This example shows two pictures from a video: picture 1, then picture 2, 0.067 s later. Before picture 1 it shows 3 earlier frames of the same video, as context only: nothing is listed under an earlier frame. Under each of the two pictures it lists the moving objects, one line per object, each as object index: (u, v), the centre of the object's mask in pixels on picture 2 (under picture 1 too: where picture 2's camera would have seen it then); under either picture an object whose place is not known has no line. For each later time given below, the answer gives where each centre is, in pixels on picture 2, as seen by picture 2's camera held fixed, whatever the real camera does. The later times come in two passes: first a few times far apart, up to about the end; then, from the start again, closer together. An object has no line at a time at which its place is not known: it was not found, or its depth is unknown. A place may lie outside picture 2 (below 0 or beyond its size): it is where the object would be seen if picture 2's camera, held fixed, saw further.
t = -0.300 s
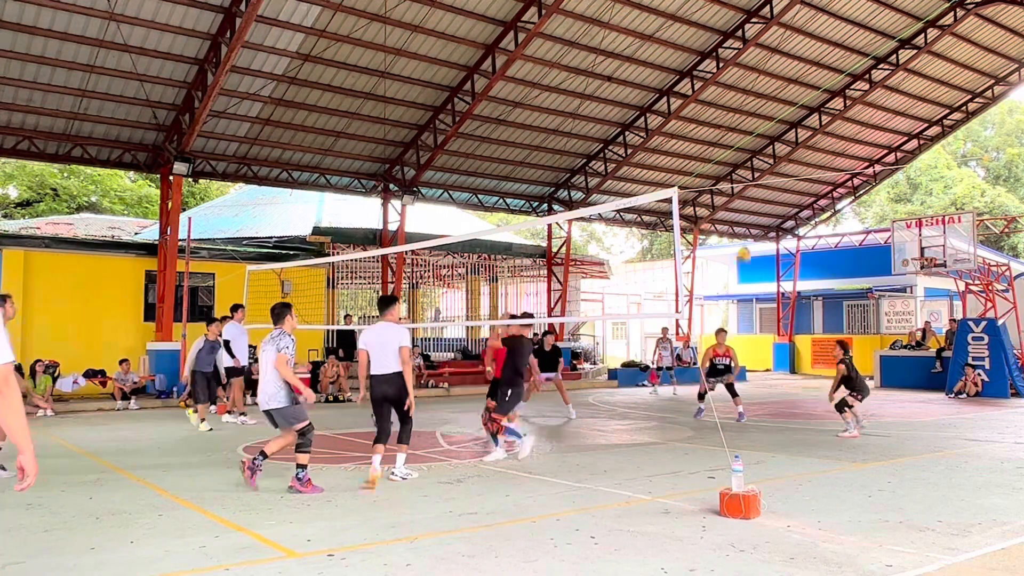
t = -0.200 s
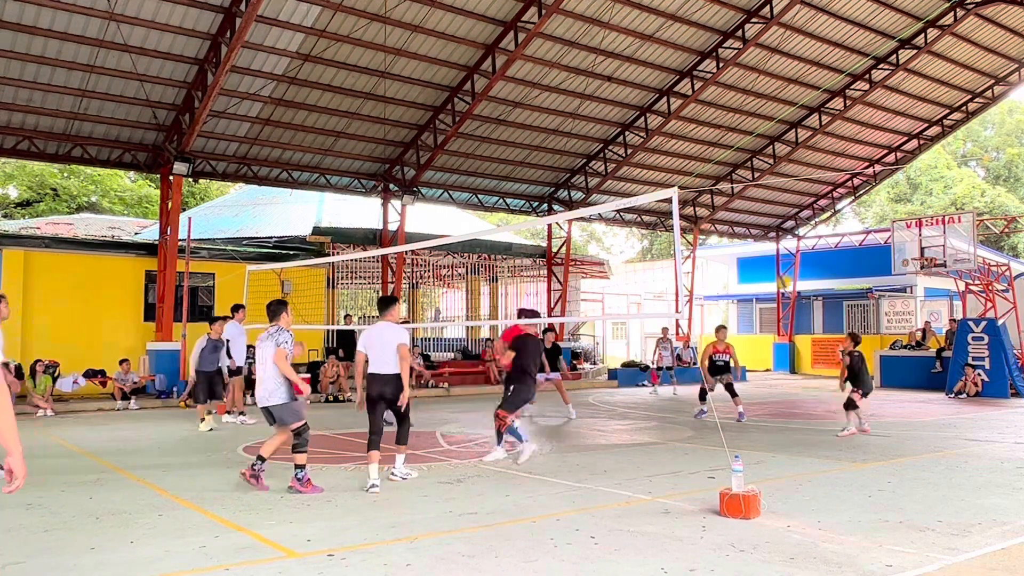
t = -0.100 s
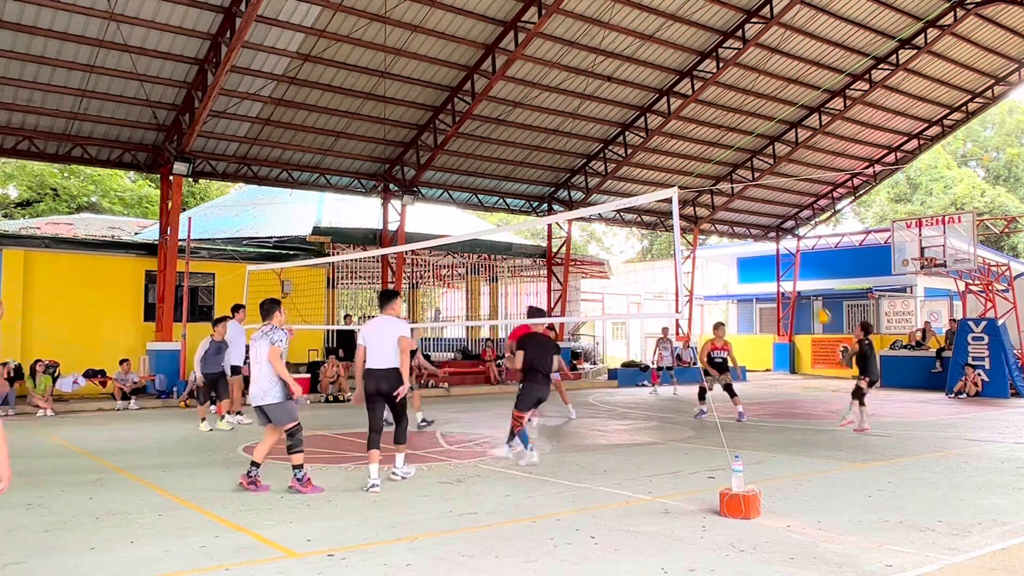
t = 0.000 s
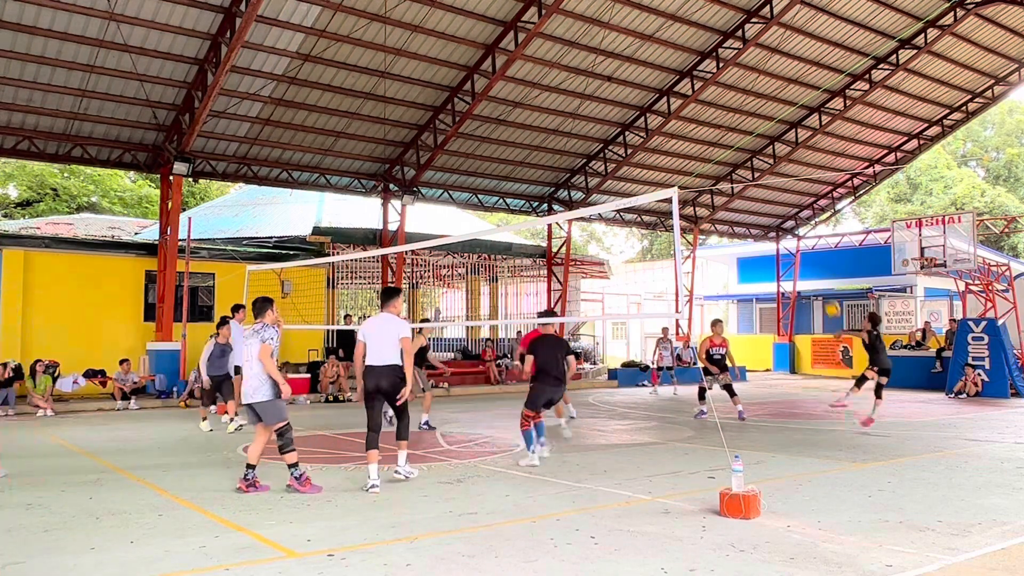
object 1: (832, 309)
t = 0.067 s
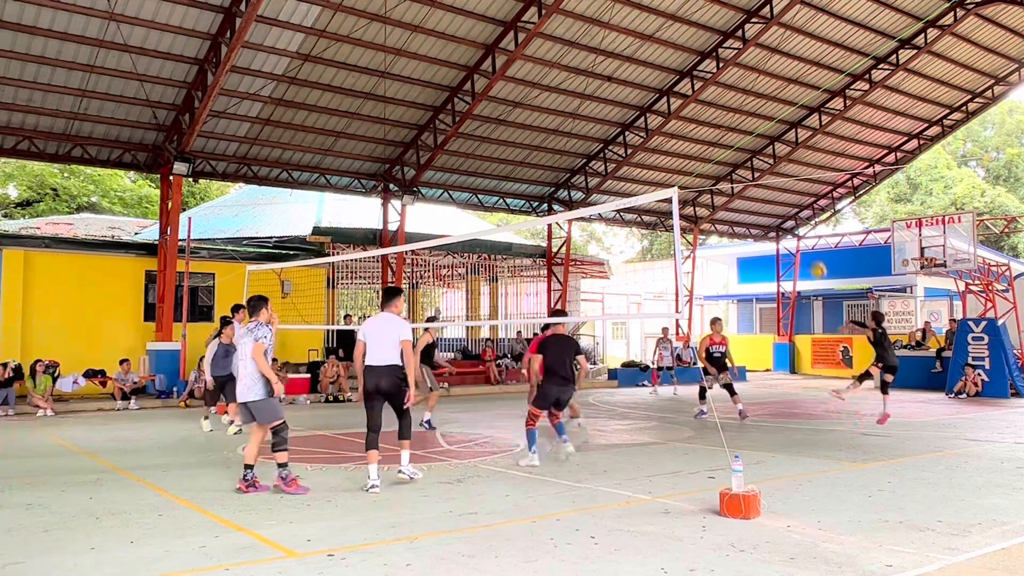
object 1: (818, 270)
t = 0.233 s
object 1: (784, 188)
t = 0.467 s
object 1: (741, 104)
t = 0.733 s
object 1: (692, 54)
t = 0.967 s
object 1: (649, 51)
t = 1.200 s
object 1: (607, 86)
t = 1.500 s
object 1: (554, 188)
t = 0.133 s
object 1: (804, 233)
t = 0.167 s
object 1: (798, 218)
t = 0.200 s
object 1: (791, 202)
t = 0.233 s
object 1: (784, 188)
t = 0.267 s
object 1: (778, 173)
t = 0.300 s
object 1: (772, 160)
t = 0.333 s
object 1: (766, 147)
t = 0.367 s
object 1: (759, 135)
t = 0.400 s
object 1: (753, 124)
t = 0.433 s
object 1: (747, 113)
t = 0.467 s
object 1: (741, 104)
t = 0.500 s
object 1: (735, 93)
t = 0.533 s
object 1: (729, 86)
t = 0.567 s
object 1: (724, 79)
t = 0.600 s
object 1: (716, 72)
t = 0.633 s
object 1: (710, 67)
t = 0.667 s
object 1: (704, 62)
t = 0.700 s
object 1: (698, 58)
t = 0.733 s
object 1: (692, 54)
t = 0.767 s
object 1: (686, 51)
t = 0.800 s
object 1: (680, 49)
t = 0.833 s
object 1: (674, 48)
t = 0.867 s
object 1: (668, 48)
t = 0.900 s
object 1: (662, 48)
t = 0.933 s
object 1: (656, 49)
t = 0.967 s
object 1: (649, 51)
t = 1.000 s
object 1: (643, 54)
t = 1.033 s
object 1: (637, 58)
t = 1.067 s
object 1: (632, 60)
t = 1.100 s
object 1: (625, 66)
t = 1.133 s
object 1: (619, 72)
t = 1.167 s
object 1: (613, 78)
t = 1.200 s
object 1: (607, 86)
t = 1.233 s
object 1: (601, 94)
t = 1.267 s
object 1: (596, 103)
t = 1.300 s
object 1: (589, 112)
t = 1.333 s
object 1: (584, 123)
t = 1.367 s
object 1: (578, 134)
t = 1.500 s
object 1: (554, 188)
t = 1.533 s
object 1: (548, 203)
